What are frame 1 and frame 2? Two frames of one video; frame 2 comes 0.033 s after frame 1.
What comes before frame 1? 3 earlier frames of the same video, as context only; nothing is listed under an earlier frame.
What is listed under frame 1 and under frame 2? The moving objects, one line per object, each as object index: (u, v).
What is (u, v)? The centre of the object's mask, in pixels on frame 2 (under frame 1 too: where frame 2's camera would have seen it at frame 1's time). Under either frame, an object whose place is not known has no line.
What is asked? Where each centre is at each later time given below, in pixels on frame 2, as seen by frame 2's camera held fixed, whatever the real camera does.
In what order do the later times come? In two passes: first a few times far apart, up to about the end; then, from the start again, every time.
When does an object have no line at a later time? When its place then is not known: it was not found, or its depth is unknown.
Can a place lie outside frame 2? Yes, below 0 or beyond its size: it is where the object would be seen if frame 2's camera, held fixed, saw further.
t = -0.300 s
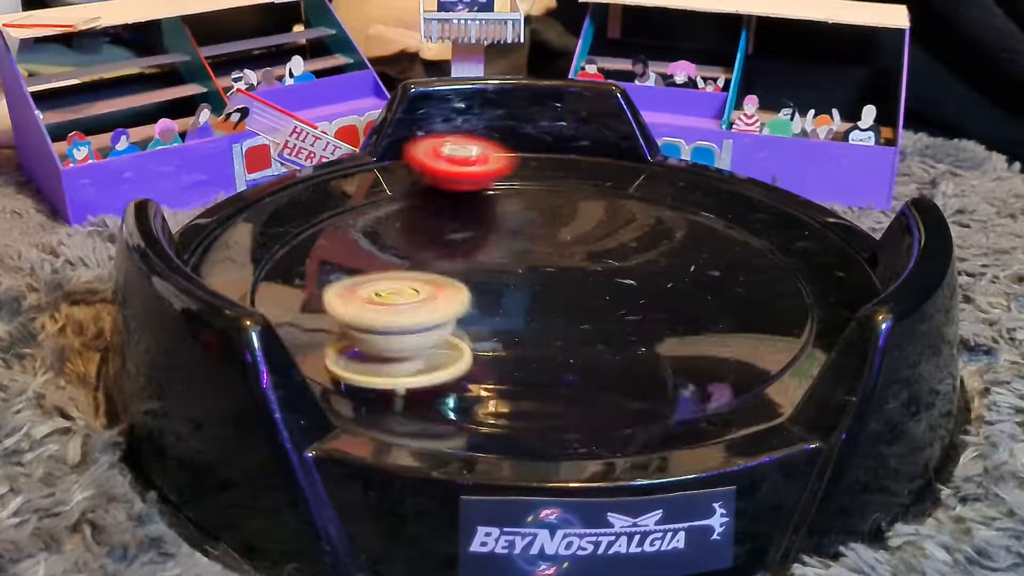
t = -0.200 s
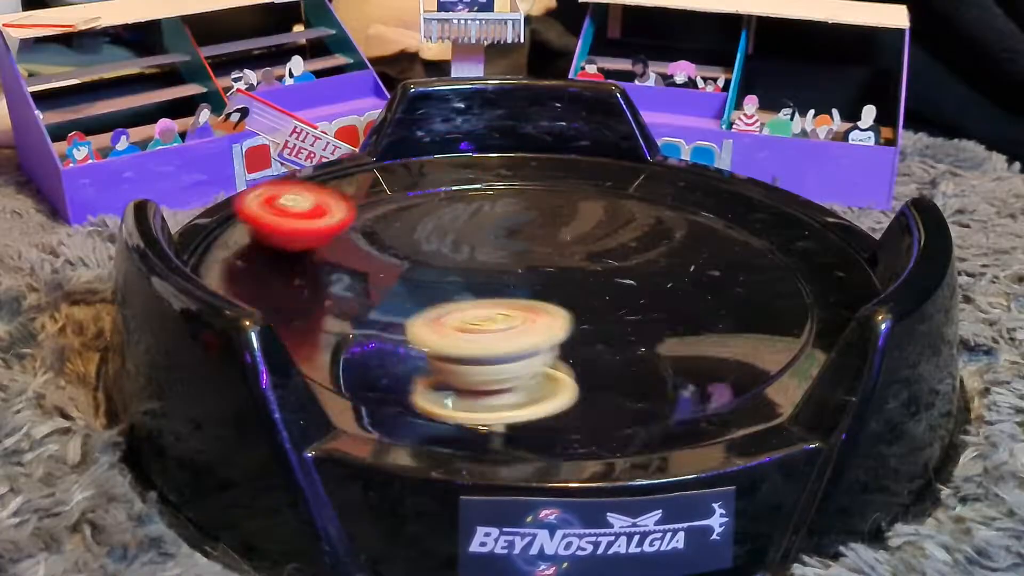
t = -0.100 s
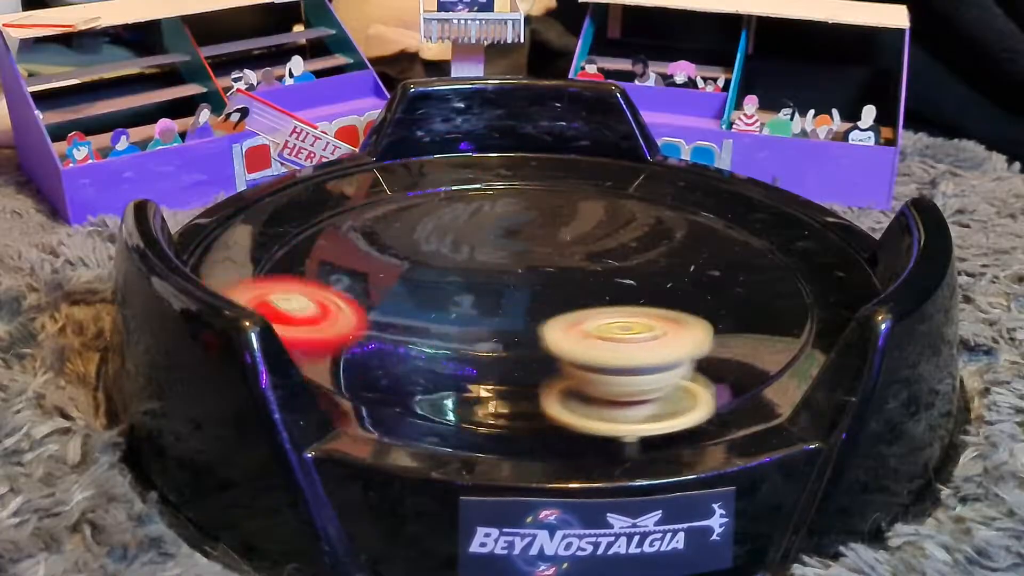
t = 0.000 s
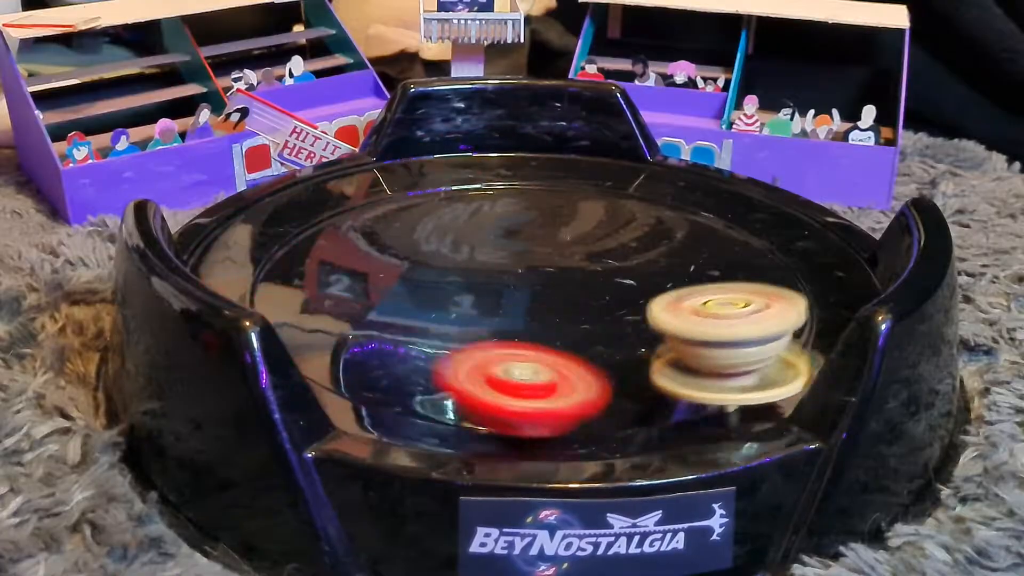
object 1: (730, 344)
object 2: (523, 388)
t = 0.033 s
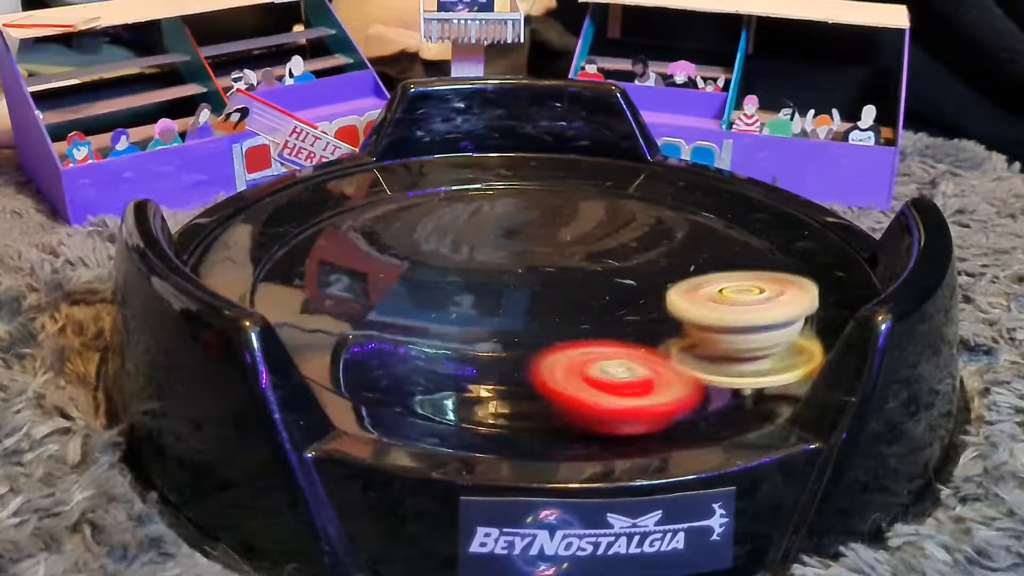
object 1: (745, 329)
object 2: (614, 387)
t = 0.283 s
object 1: (683, 171)
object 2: (698, 263)
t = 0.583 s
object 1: (449, 176)
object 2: (301, 174)
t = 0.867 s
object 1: (505, 307)
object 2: (335, 281)
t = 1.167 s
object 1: (808, 240)
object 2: (588, 244)
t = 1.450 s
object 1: (782, 216)
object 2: (435, 170)
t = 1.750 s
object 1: (680, 290)
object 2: (493, 317)
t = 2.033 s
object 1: (553, 370)
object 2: (527, 177)
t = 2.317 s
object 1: (585, 356)
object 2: (340, 177)
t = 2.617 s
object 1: (657, 349)
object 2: (288, 197)
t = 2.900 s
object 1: (575, 273)
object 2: (323, 315)
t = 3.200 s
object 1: (382, 214)
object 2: (638, 362)
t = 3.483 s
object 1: (547, 308)
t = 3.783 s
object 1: (399, 286)
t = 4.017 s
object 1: (272, 273)
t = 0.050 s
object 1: (760, 318)
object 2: (639, 383)
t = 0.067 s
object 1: (772, 307)
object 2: (652, 381)
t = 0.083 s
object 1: (781, 291)
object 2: (663, 378)
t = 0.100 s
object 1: (787, 276)
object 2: (674, 374)
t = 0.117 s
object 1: (789, 261)
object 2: (685, 368)
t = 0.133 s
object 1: (788, 248)
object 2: (696, 361)
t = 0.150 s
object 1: (784, 235)
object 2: (705, 353)
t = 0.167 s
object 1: (778, 223)
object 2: (713, 344)
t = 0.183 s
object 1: (770, 212)
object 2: (719, 334)
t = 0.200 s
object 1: (760, 203)
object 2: (724, 323)
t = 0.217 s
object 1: (748, 194)
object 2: (725, 310)
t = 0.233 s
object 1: (734, 186)
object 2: (722, 298)
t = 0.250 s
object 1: (719, 180)
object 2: (717, 287)
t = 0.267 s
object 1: (702, 176)
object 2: (709, 275)
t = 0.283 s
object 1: (683, 171)
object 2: (698, 263)
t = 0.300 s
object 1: (665, 167)
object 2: (684, 251)
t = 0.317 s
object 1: (646, 163)
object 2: (670, 240)
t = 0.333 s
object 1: (628, 160)
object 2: (653, 230)
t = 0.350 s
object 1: (610, 155)
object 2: (633, 222)
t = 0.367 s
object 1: (595, 150)
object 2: (610, 215)
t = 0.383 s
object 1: (578, 145)
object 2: (585, 210)
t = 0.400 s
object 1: (562, 140)
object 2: (560, 206)
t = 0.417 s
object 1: (547, 139)
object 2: (534, 201)
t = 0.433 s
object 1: (531, 140)
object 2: (507, 197)
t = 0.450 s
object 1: (518, 139)
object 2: (479, 191)
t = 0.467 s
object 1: (506, 139)
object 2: (450, 185)
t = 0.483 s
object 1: (495, 144)
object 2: (424, 181)
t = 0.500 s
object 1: (484, 147)
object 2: (397, 175)
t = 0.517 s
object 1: (475, 150)
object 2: (379, 170)
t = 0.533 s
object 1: (468, 152)
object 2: (360, 173)
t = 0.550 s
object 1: (461, 160)
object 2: (340, 174)
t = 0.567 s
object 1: (454, 172)
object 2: (321, 174)
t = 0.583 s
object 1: (449, 176)
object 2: (301, 174)
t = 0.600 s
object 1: (444, 182)
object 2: (286, 174)
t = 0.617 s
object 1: (438, 193)
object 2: (271, 174)
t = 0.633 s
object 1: (435, 200)
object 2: (263, 176)
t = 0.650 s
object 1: (432, 209)
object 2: (258, 183)
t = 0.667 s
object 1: (430, 217)
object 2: (253, 190)
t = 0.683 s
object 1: (429, 226)
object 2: (249, 195)
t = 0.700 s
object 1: (429, 235)
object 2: (246, 200)
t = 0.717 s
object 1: (431, 244)
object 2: (244, 205)
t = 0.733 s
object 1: (434, 252)
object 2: (244, 210)
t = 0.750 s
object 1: (439, 261)
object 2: (248, 217)
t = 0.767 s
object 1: (444, 269)
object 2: (254, 224)
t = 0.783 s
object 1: (451, 276)
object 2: (261, 231)
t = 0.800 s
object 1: (460, 283)
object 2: (270, 239)
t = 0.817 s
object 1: (470, 290)
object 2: (282, 252)
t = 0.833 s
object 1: (480, 296)
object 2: (298, 261)
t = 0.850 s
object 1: (491, 302)
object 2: (316, 271)
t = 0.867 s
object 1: (505, 307)
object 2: (335, 281)
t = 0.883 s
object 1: (519, 310)
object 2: (357, 290)
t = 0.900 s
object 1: (533, 313)
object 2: (380, 299)
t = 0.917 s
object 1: (549, 315)
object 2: (408, 306)
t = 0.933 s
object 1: (567, 315)
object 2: (432, 311)
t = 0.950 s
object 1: (593, 313)
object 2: (448, 313)
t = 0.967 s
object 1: (622, 314)
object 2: (461, 313)
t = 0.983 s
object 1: (650, 310)
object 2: (475, 313)
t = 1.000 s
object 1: (675, 306)
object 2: (491, 311)
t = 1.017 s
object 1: (697, 301)
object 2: (506, 308)
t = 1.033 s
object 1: (718, 295)
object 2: (521, 304)
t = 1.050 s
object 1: (736, 289)
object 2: (534, 298)
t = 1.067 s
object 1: (752, 282)
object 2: (547, 292)
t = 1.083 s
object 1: (768, 275)
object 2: (558, 285)
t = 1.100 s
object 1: (782, 267)
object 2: (568, 277)
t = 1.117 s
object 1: (794, 261)
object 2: (575, 270)
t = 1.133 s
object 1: (805, 253)
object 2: (581, 261)
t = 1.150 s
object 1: (807, 244)
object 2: (586, 252)
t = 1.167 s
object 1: (808, 240)
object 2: (588, 244)
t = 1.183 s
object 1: (808, 235)
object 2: (588, 234)
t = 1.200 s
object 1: (809, 231)
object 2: (587, 226)
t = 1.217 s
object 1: (809, 228)
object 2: (585, 217)
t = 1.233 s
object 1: (808, 224)
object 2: (581, 209)
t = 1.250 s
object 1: (806, 221)
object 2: (576, 202)
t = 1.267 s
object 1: (803, 218)
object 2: (569, 195)
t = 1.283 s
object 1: (800, 216)
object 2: (561, 188)
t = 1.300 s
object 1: (797, 214)
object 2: (551, 182)
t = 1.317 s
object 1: (794, 213)
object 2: (541, 175)
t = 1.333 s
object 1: (792, 212)
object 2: (529, 169)
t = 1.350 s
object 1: (790, 212)
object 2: (516, 164)
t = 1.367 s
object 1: (788, 211)
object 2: (503, 158)
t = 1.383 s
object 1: (786, 211)
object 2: (490, 156)
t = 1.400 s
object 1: (785, 212)
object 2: (475, 158)
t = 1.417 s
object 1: (783, 213)
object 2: (462, 162)
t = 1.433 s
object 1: (783, 215)
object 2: (448, 167)
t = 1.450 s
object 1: (782, 216)
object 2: (435, 170)
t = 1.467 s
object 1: (782, 218)
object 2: (422, 173)
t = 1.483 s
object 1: (780, 220)
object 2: (407, 177)
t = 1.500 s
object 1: (777, 223)
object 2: (395, 181)
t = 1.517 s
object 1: (774, 228)
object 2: (383, 186)
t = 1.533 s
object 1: (770, 230)
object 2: (373, 193)
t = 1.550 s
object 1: (766, 232)
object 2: (366, 201)
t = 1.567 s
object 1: (761, 235)
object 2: (361, 210)
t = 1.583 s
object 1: (756, 240)
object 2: (359, 221)
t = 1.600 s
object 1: (751, 244)
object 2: (360, 232)
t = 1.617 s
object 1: (744, 248)
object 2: (364, 243)
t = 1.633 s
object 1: (738, 252)
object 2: (371, 255)
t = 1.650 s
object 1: (731, 257)
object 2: (381, 267)
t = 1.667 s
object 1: (723, 262)
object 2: (394, 278)
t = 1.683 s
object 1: (714, 268)
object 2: (410, 288)
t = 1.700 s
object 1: (706, 274)
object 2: (428, 297)
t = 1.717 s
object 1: (698, 279)
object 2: (448, 305)
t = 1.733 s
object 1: (689, 284)
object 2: (471, 312)
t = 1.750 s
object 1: (680, 290)
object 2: (493, 317)
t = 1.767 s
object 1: (672, 295)
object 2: (517, 321)
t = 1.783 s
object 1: (663, 303)
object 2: (539, 323)
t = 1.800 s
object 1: (667, 316)
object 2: (546, 303)
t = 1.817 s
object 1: (670, 322)
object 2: (555, 274)
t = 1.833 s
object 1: (673, 332)
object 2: (559, 248)
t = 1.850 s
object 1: (675, 349)
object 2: (563, 234)
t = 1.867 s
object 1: (677, 350)
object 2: (567, 222)
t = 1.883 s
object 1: (668, 349)
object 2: (568, 218)
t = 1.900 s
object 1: (663, 356)
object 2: (570, 203)
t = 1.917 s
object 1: (653, 365)
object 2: (567, 178)
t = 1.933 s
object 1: (645, 380)
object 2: (566, 164)
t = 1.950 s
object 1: (635, 383)
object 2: (564, 151)
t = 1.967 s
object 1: (624, 382)
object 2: (559, 148)
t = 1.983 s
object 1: (604, 380)
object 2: (552, 152)
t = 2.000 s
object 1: (585, 379)
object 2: (544, 163)
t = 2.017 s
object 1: (570, 374)
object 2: (537, 173)
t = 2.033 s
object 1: (553, 370)
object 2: (527, 177)
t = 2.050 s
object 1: (540, 366)
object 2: (517, 184)
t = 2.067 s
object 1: (529, 360)
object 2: (507, 198)
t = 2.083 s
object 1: (518, 359)
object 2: (497, 200)
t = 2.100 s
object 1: (508, 354)
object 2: (485, 210)
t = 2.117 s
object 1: (503, 347)
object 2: (475, 222)
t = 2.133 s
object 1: (495, 344)
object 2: (464, 229)
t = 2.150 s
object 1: (489, 339)
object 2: (453, 236)
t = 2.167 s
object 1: (485, 335)
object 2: (442, 250)
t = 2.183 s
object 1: (481, 329)
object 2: (433, 253)
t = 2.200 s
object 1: (479, 324)
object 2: (418, 259)
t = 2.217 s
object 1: (477, 318)
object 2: (407, 265)
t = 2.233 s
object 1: (482, 319)
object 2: (398, 267)
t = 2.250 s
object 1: (500, 325)
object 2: (385, 244)
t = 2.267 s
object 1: (521, 342)
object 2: (368, 219)
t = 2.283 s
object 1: (543, 346)
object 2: (355, 203)
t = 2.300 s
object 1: (564, 350)
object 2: (340, 194)
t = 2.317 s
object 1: (585, 356)
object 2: (340, 177)
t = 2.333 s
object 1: (606, 352)
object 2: (344, 163)
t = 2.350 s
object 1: (621, 355)
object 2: (347, 156)
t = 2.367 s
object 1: (644, 364)
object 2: (350, 146)
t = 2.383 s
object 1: (658, 370)
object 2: (354, 147)
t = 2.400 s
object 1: (672, 368)
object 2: (357, 151)
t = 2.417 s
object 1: (684, 372)
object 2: (355, 150)
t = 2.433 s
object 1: (692, 370)
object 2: (351, 149)
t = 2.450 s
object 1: (695, 369)
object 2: (347, 151)
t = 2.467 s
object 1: (695, 365)
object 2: (341, 158)
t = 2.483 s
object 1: (695, 363)
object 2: (337, 160)
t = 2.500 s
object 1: (692, 362)
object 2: (332, 166)
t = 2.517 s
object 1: (690, 359)
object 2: (327, 170)
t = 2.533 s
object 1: (685, 357)
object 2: (322, 173)
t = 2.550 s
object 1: (680, 354)
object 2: (316, 178)
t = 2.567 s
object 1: (674, 352)
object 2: (309, 182)
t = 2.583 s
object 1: (669, 351)
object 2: (302, 187)
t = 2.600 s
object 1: (663, 353)
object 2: (295, 192)
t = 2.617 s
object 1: (657, 349)
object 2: (288, 197)
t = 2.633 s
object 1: (652, 347)
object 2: (281, 201)
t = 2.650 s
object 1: (646, 344)
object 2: (275, 207)
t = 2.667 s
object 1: (641, 340)
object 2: (269, 213)
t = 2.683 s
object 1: (636, 337)
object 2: (265, 218)
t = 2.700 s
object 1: (632, 333)
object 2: (261, 224)
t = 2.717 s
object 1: (627, 330)
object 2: (258, 229)
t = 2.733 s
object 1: (624, 326)
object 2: (256, 236)
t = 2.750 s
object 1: (619, 322)
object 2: (255, 243)
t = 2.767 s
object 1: (616, 317)
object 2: (256, 250)
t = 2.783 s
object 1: (611, 313)
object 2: (259, 261)
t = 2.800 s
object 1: (607, 308)
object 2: (267, 269)
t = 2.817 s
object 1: (602, 302)
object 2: (275, 276)
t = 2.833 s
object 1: (597, 297)
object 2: (284, 284)
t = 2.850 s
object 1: (593, 291)
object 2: (294, 292)
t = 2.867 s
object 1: (587, 285)
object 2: (304, 300)
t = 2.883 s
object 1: (581, 279)
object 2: (314, 307)
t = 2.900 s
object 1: (575, 273)
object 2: (323, 315)
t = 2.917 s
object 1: (566, 266)
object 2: (335, 324)
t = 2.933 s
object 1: (557, 259)
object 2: (346, 332)
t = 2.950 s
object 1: (548, 252)
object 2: (358, 338)
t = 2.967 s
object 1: (539, 247)
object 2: (374, 344)
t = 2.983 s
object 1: (529, 240)
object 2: (391, 349)
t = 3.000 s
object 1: (517, 233)
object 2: (409, 354)
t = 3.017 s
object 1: (506, 227)
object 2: (426, 358)
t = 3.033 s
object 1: (492, 221)
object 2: (445, 362)
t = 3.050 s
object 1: (480, 217)
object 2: (465, 365)
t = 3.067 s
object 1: (464, 213)
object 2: (484, 367)
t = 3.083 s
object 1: (451, 209)
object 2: (504, 369)
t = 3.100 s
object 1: (438, 206)
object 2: (524, 369)
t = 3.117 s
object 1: (427, 205)
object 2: (545, 370)
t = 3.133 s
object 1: (416, 207)
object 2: (564, 370)
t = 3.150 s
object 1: (407, 207)
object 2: (583, 369)
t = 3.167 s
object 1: (398, 209)
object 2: (603, 367)
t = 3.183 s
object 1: (390, 212)
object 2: (621, 365)
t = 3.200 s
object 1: (382, 214)
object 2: (638, 362)
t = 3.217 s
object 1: (375, 219)
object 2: (656, 359)
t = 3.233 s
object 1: (371, 222)
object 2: (672, 355)
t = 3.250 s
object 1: (367, 228)
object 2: (686, 351)
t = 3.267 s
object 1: (365, 234)
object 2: (701, 346)
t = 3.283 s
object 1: (365, 241)
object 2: (715, 341)
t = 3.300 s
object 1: (367, 248)
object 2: (726, 336)
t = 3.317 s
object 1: (372, 256)
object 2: (737, 330)
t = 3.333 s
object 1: (379, 264)
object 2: (747, 324)
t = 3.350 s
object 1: (388, 272)
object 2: (755, 317)
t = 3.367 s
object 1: (401, 280)
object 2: (762, 310)
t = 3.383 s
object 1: (417, 288)
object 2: (769, 304)
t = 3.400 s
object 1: (436, 295)
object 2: (773, 298)
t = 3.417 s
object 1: (454, 301)
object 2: (776, 291)
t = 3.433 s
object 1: (477, 304)
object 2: (779, 285)
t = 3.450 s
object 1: (501, 308)
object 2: (780, 279)
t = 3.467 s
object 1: (523, 310)
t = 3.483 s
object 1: (547, 308)
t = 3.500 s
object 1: (570, 309)
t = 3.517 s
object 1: (591, 305)
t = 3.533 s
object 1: (610, 299)
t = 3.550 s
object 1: (628, 295)
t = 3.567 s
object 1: (643, 288)
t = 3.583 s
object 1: (656, 281)
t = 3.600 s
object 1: (664, 273)
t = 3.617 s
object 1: (653, 267)
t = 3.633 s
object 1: (624, 259)
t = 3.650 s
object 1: (590, 265)
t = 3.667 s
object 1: (576, 272)
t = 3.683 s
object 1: (548, 285)
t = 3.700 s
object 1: (515, 291)
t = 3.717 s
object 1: (503, 292)
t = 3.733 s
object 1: (472, 286)
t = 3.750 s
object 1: (441, 282)
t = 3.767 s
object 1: (428, 280)
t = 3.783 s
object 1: (399, 286)
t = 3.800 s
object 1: (371, 288)
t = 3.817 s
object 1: (356, 278)
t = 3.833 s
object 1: (342, 270)
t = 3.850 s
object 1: (326, 267)
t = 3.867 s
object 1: (306, 276)
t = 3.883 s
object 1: (297, 279)
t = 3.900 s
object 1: (281, 275)
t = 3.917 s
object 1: (276, 274)
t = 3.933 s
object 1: (271, 269)
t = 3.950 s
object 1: (270, 267)
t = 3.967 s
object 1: (269, 268)
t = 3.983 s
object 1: (267, 268)
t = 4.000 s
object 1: (269, 269)
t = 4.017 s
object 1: (272, 273)
